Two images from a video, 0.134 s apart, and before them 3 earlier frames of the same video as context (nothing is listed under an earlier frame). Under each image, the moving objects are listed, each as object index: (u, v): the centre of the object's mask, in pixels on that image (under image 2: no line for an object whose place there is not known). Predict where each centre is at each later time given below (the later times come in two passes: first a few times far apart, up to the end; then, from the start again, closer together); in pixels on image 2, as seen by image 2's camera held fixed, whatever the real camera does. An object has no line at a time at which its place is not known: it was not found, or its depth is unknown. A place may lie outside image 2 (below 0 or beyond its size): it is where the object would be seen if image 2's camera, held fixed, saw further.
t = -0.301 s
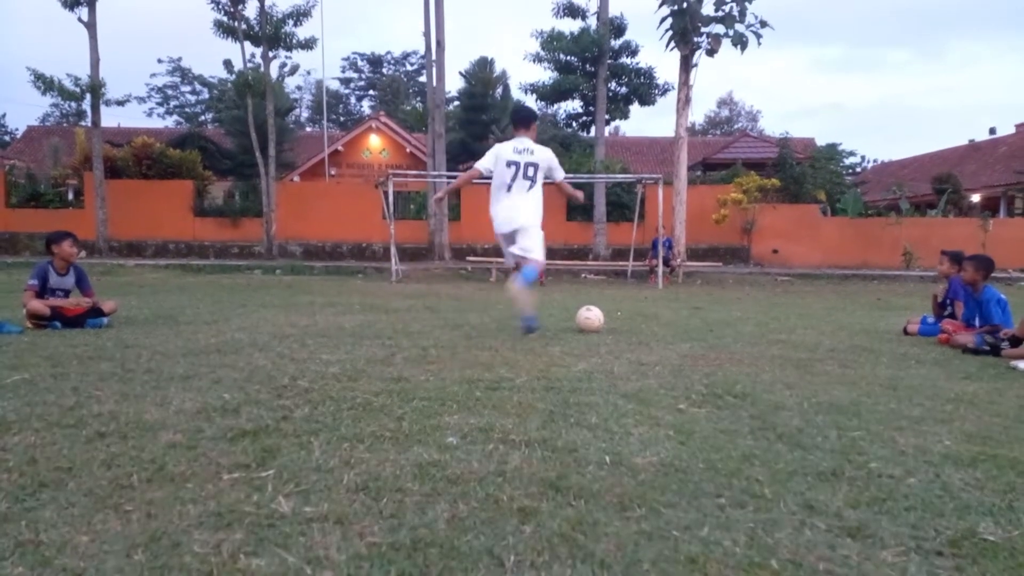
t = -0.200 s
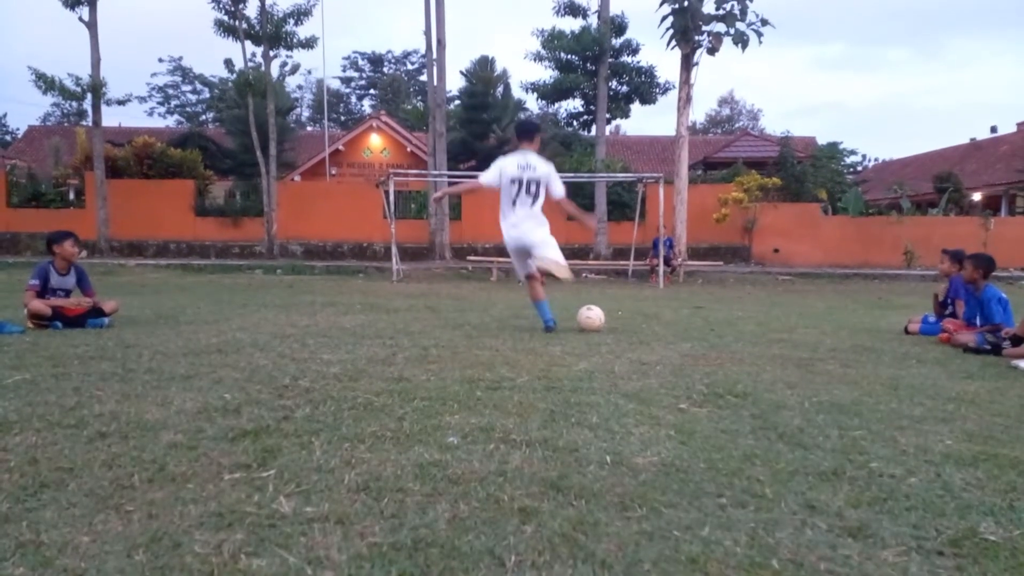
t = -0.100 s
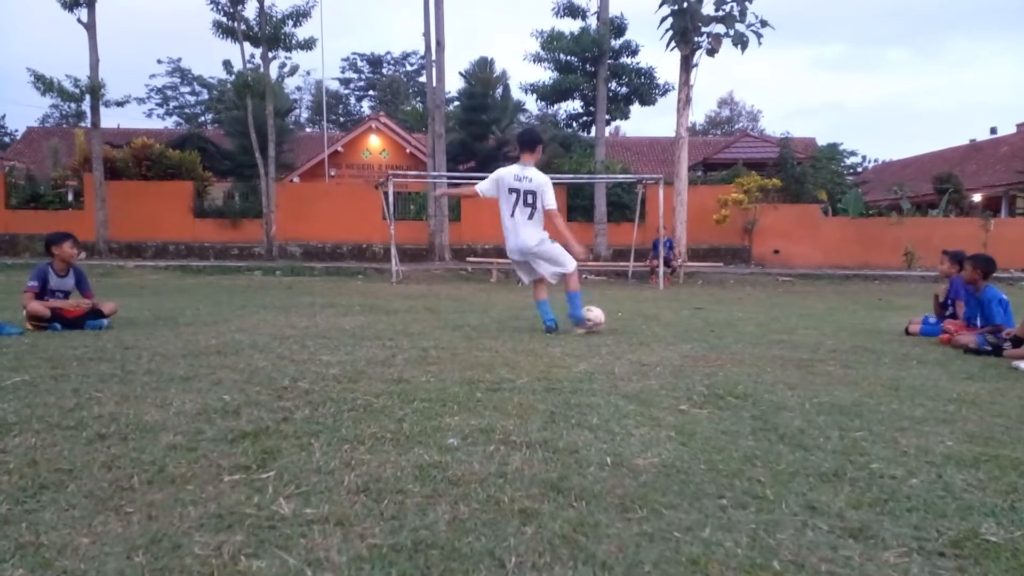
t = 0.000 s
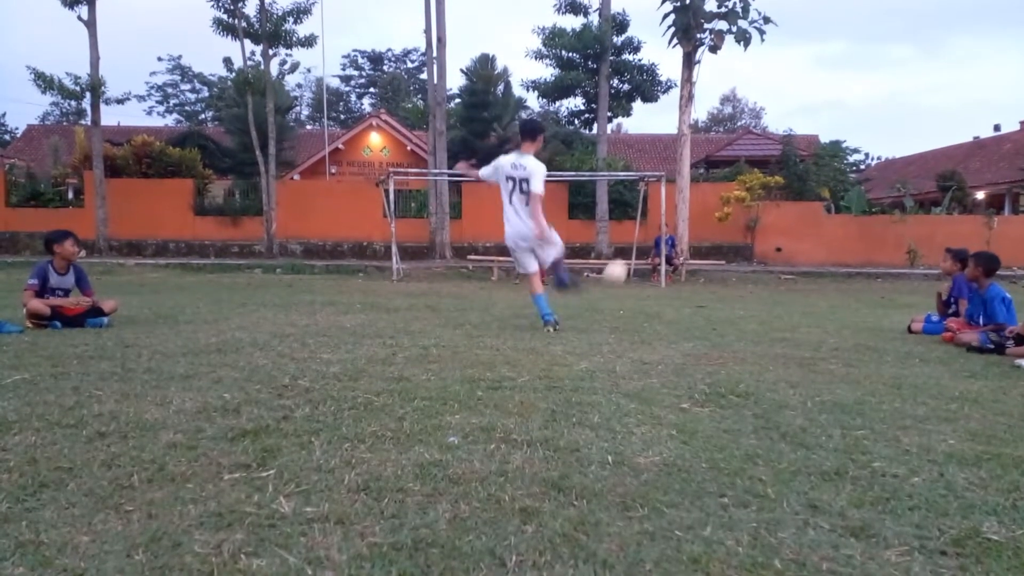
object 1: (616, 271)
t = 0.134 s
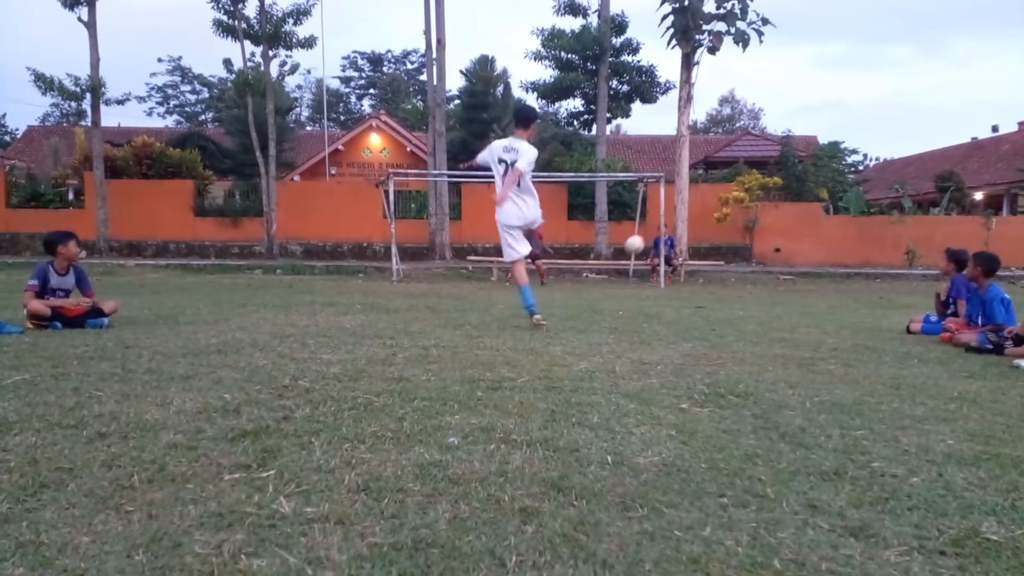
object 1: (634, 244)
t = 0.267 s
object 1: (648, 240)
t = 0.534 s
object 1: (666, 263)
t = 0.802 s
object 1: (687, 270)
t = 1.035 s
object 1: (702, 269)
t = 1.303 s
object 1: (724, 284)
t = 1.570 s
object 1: (756, 285)
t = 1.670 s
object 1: (769, 307)
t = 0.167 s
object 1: (639, 241)
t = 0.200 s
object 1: (642, 240)
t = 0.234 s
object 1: (645, 239)
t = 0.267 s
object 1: (648, 240)
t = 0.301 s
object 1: (651, 241)
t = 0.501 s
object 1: (663, 259)
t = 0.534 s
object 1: (666, 263)
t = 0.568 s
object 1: (670, 268)
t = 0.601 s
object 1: (672, 274)
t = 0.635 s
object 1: (675, 281)
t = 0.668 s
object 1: (679, 285)
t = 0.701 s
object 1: (681, 280)
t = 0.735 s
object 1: (683, 276)
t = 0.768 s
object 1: (685, 272)
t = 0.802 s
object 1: (687, 270)
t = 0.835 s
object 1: (689, 267)
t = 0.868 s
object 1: (691, 265)
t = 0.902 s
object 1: (693, 265)
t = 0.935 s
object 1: (696, 265)
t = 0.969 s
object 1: (697, 265)
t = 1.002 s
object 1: (700, 266)
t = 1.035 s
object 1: (702, 269)
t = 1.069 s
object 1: (704, 272)
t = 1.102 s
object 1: (707, 277)
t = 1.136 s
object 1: (709, 282)
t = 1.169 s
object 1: (712, 289)
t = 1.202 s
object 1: (714, 296)
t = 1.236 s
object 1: (717, 293)
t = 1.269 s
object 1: (721, 288)
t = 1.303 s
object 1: (724, 284)
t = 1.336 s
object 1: (728, 280)
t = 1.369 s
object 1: (731, 278)
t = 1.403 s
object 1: (735, 277)
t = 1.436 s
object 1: (739, 276)
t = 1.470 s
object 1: (743, 277)
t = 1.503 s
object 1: (747, 278)
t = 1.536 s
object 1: (751, 281)
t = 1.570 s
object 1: (756, 285)
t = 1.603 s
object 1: (760, 290)
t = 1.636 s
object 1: (765, 296)
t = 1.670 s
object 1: (769, 307)
